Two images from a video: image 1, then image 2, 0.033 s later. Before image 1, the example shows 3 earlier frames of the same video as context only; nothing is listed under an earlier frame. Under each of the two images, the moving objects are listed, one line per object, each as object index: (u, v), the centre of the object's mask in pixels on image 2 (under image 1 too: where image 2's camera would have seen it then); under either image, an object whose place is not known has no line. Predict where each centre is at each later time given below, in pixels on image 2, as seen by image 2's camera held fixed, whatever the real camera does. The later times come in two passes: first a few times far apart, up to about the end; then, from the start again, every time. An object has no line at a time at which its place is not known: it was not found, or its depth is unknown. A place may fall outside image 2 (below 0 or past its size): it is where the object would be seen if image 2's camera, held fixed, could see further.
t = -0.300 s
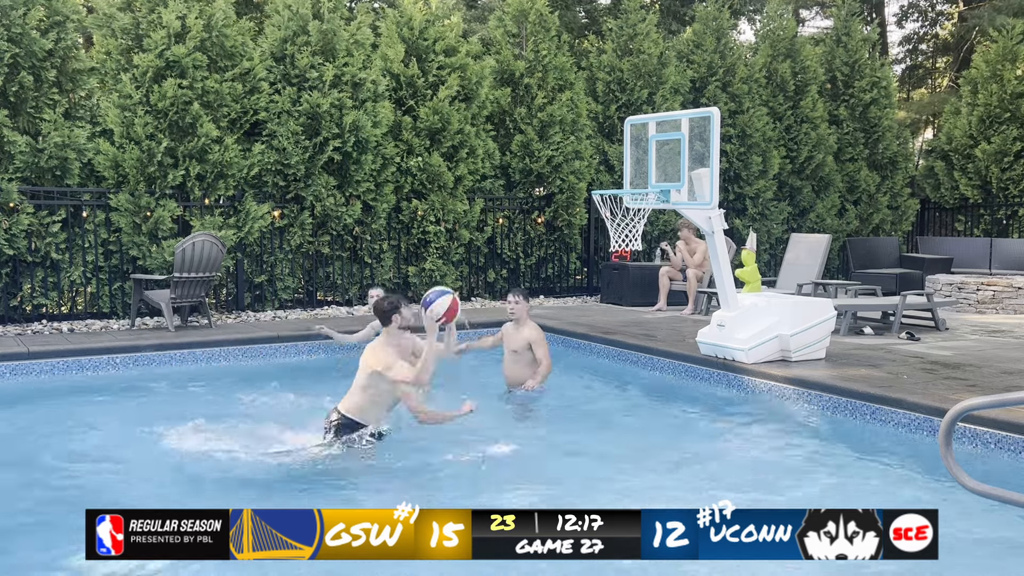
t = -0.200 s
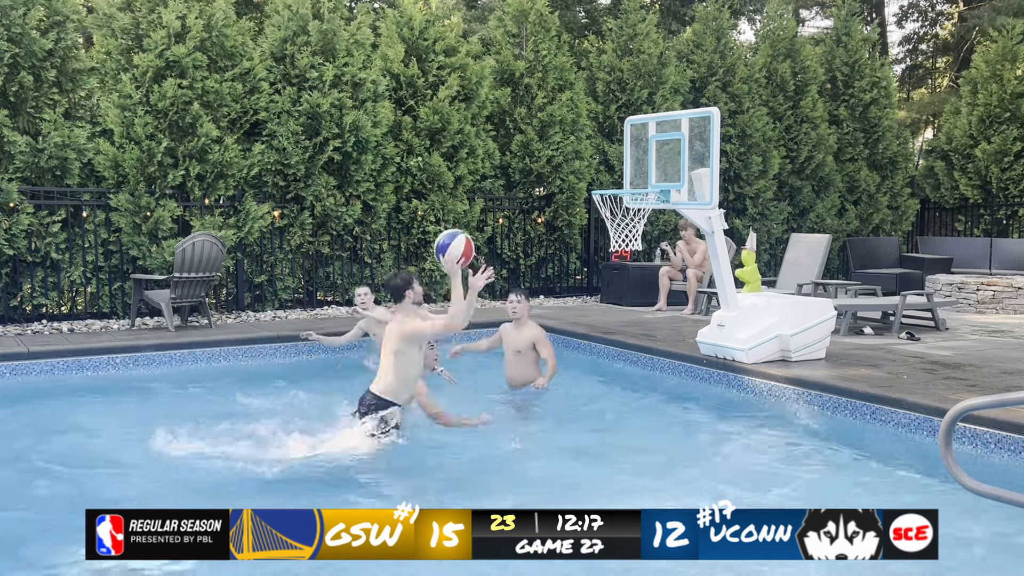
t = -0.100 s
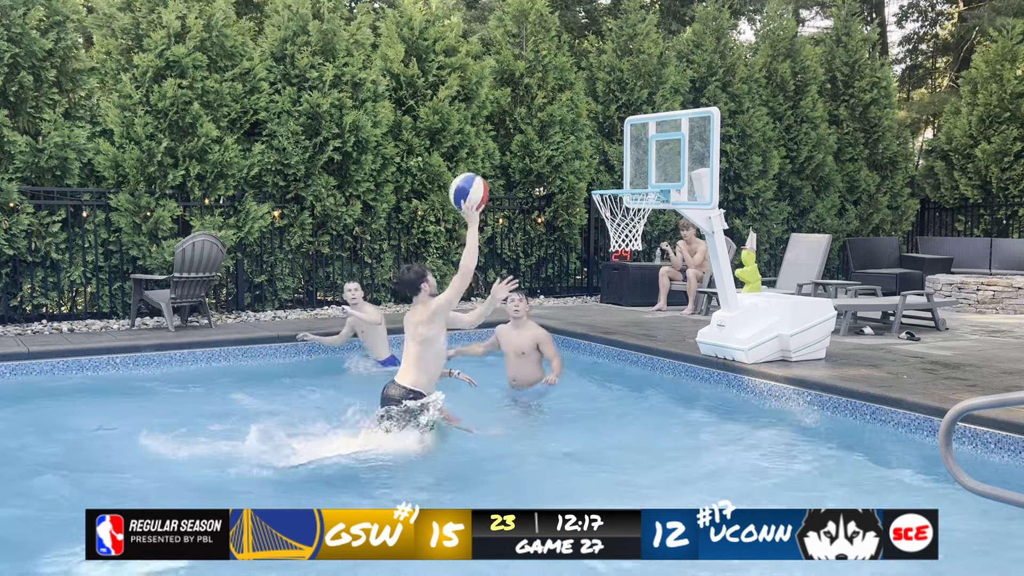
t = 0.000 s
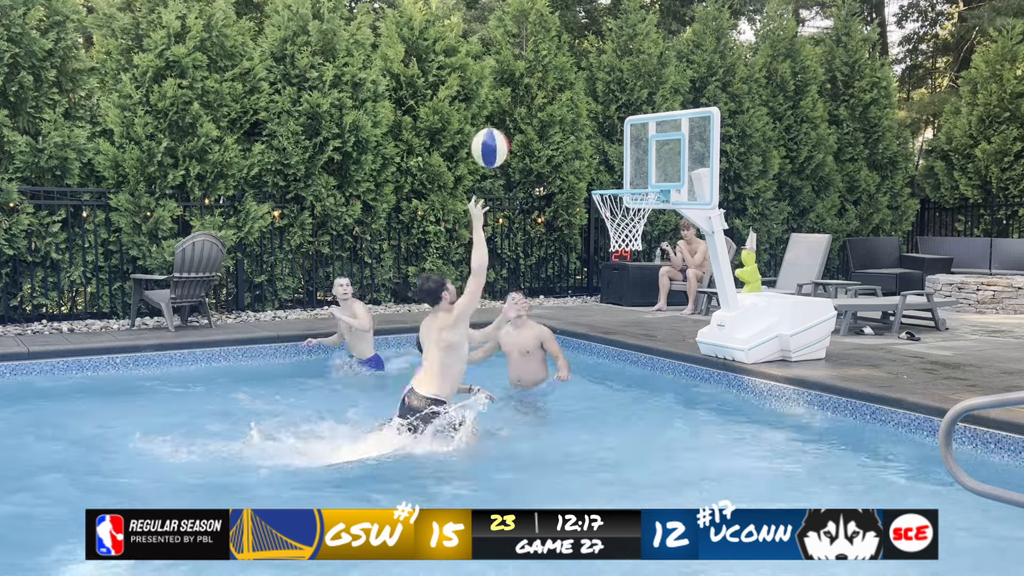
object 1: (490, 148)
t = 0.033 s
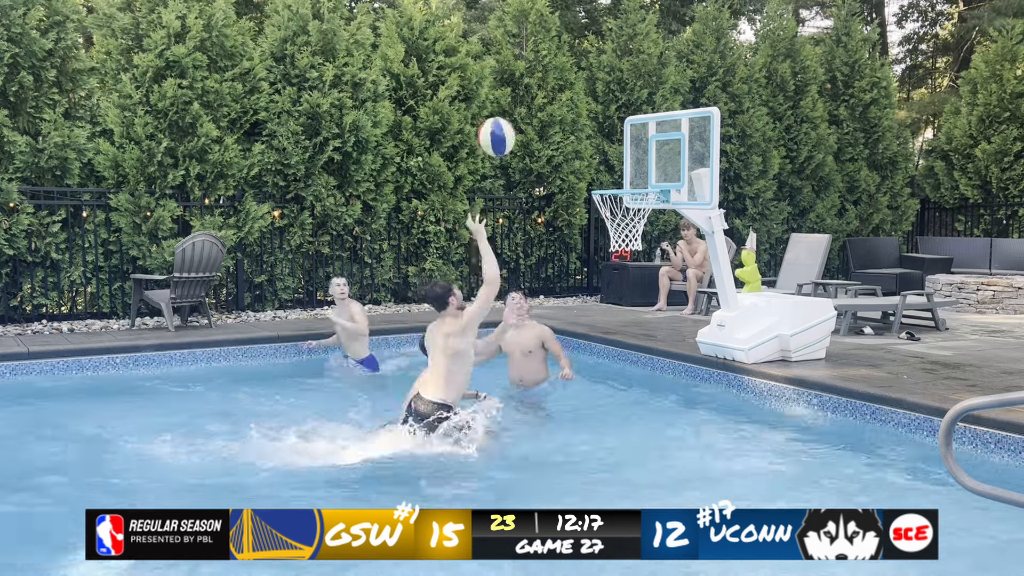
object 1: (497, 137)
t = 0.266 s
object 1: (540, 111)
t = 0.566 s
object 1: (580, 185)
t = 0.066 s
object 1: (503, 127)
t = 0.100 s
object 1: (509, 121)
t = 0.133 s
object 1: (516, 115)
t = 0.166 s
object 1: (522, 111)
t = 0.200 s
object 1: (528, 110)
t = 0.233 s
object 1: (534, 110)
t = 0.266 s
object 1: (540, 111)
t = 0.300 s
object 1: (546, 114)
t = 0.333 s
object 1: (552, 119)
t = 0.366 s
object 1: (557, 126)
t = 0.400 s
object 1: (562, 134)
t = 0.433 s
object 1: (568, 143)
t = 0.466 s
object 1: (573, 154)
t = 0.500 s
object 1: (578, 165)
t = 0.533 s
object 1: (583, 179)
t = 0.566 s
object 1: (580, 185)
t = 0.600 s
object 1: (569, 185)
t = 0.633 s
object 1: (558, 186)
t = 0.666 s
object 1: (547, 189)
